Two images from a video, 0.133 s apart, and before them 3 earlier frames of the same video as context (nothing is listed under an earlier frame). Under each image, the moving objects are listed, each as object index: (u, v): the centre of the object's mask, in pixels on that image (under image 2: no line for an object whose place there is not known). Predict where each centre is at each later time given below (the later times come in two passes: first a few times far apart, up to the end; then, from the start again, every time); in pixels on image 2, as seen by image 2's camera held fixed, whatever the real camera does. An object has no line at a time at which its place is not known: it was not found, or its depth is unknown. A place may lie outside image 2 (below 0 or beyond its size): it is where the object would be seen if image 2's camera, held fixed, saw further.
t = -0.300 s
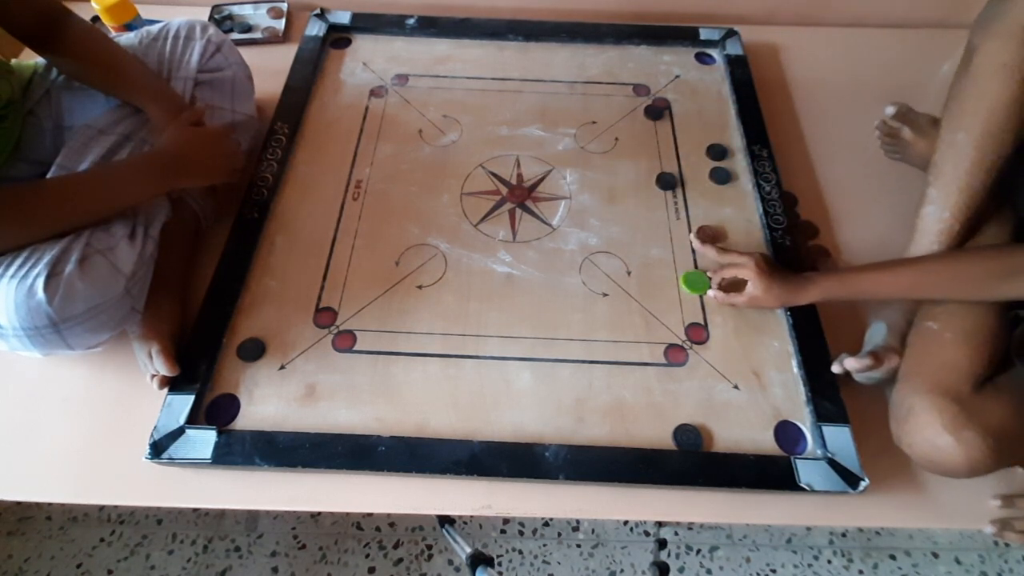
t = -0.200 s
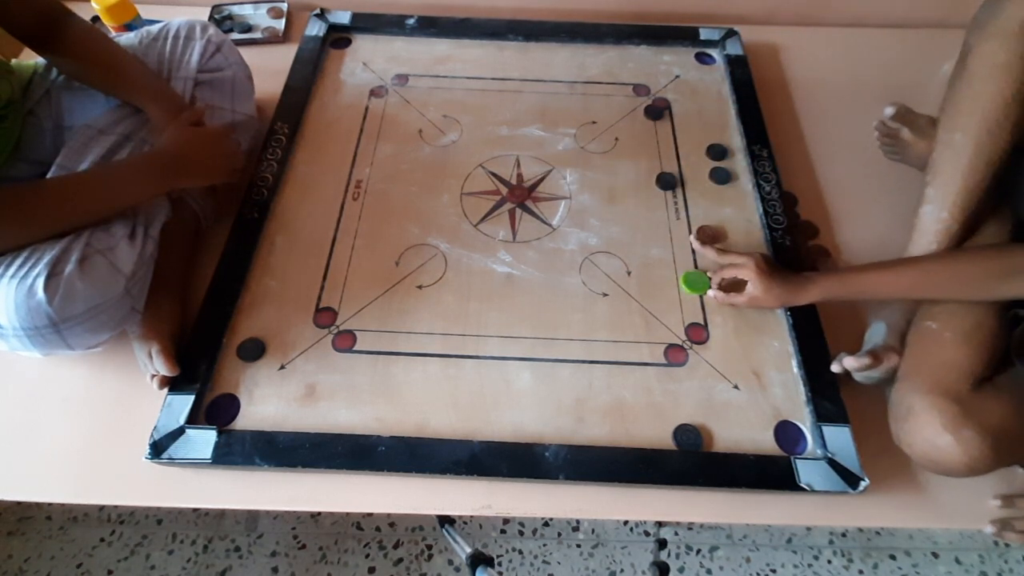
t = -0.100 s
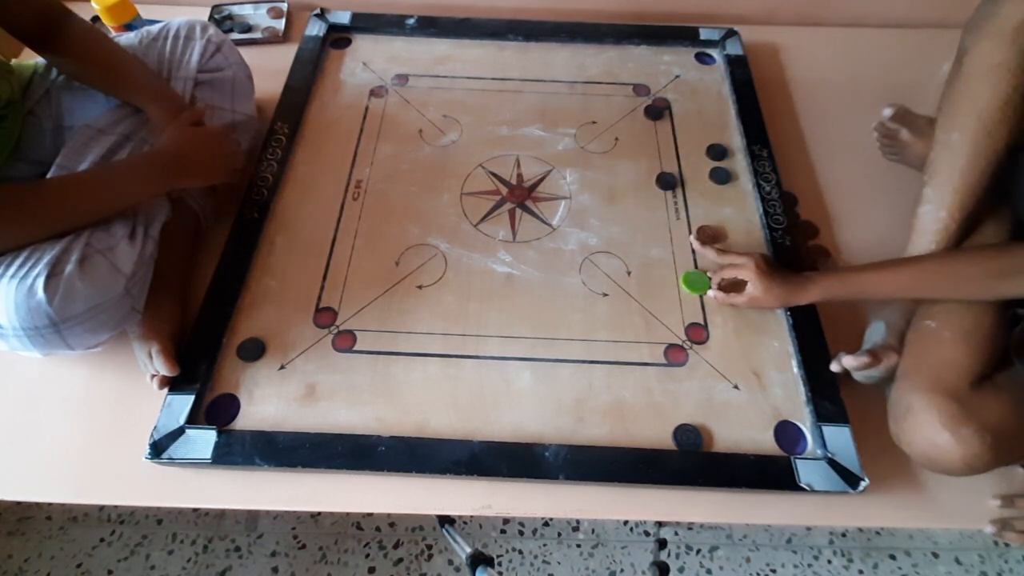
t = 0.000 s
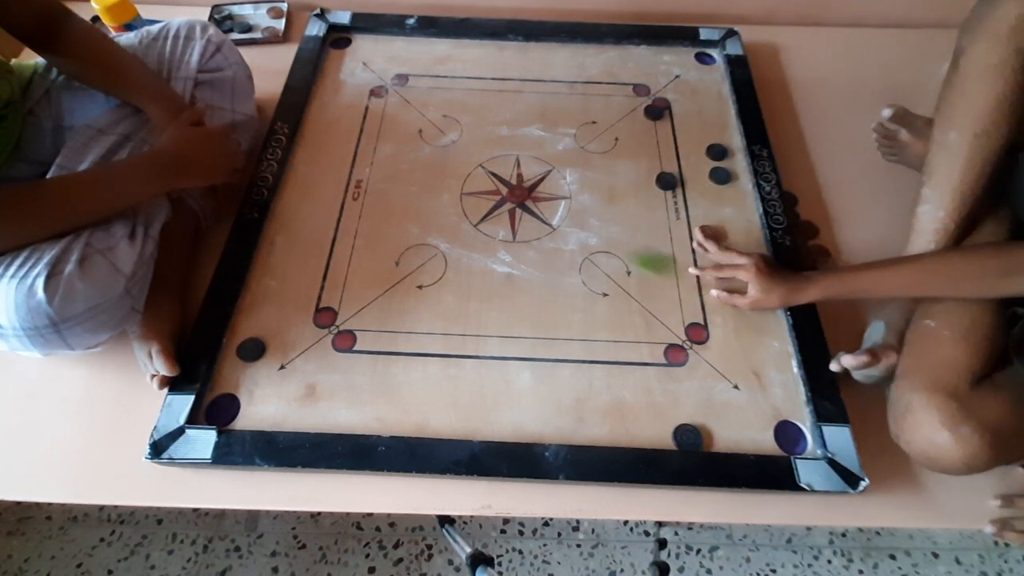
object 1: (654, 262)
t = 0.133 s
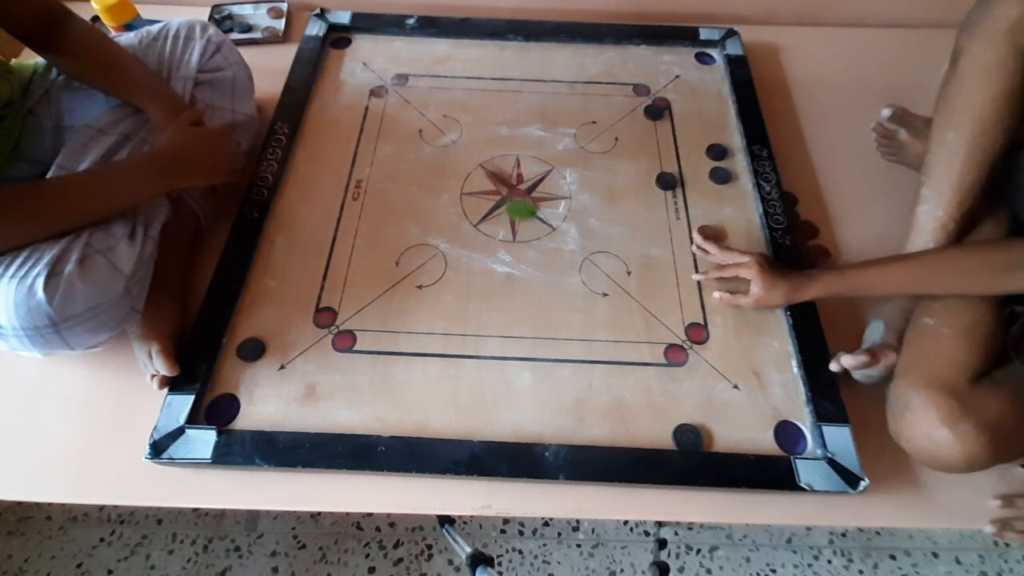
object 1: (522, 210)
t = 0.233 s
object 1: (476, 208)
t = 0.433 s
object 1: (402, 213)
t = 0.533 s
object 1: (368, 216)
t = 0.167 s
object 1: (504, 209)
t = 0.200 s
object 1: (491, 209)
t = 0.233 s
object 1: (476, 208)
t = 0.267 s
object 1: (464, 210)
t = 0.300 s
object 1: (450, 210)
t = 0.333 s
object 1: (437, 211)
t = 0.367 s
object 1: (425, 211)
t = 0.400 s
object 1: (414, 212)
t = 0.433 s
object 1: (402, 213)
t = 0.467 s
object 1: (390, 214)
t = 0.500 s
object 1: (379, 215)
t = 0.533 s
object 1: (368, 216)
